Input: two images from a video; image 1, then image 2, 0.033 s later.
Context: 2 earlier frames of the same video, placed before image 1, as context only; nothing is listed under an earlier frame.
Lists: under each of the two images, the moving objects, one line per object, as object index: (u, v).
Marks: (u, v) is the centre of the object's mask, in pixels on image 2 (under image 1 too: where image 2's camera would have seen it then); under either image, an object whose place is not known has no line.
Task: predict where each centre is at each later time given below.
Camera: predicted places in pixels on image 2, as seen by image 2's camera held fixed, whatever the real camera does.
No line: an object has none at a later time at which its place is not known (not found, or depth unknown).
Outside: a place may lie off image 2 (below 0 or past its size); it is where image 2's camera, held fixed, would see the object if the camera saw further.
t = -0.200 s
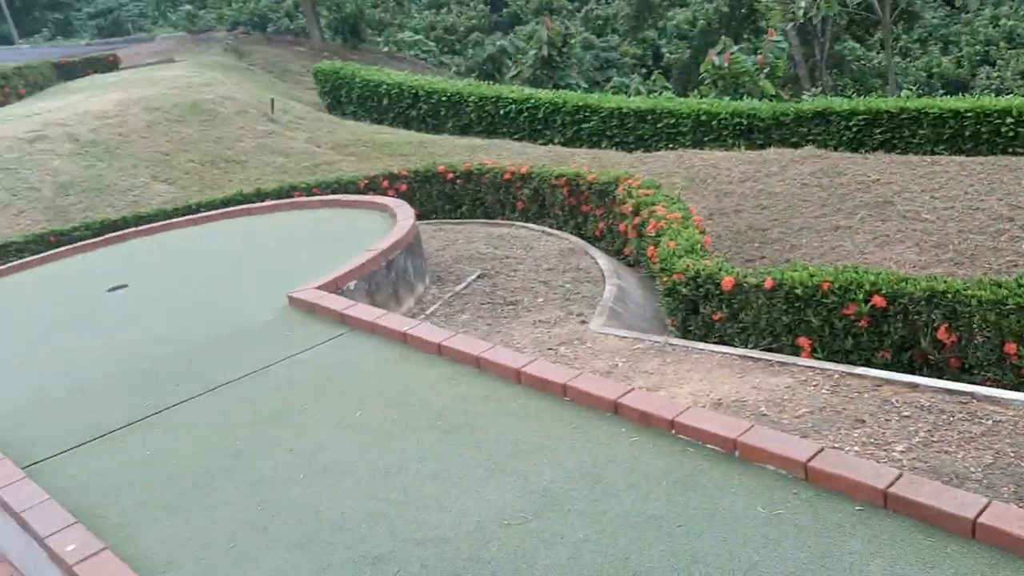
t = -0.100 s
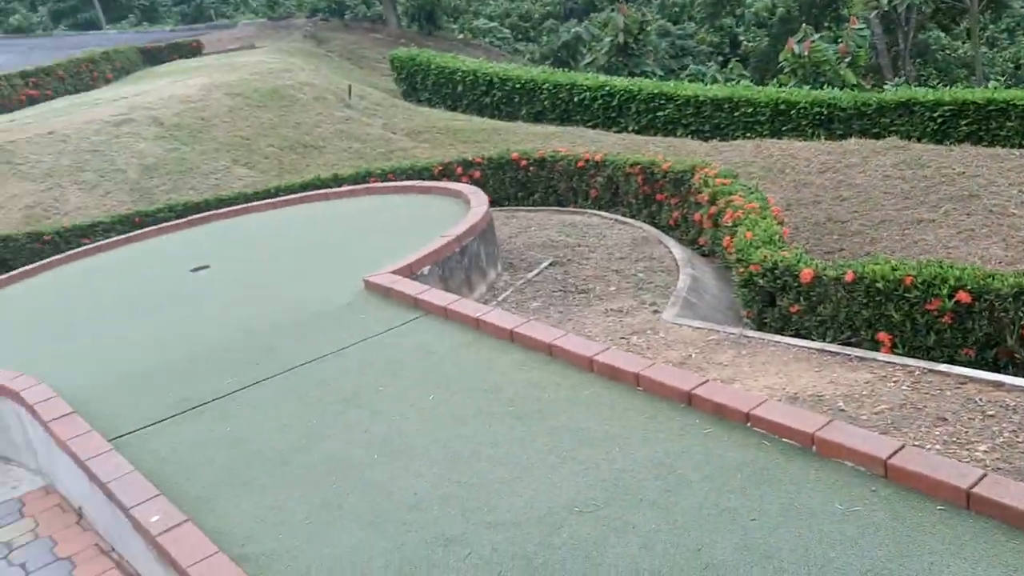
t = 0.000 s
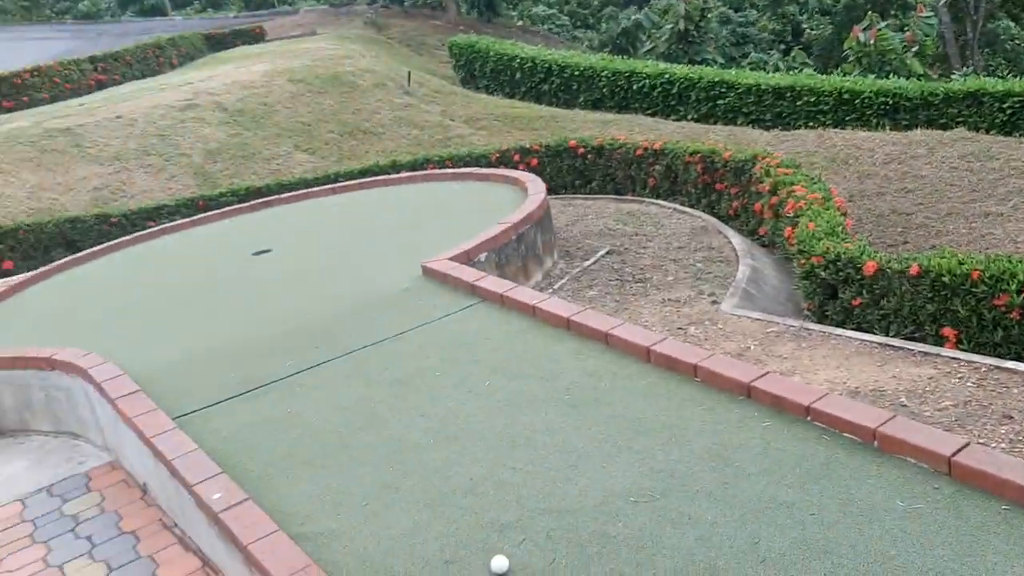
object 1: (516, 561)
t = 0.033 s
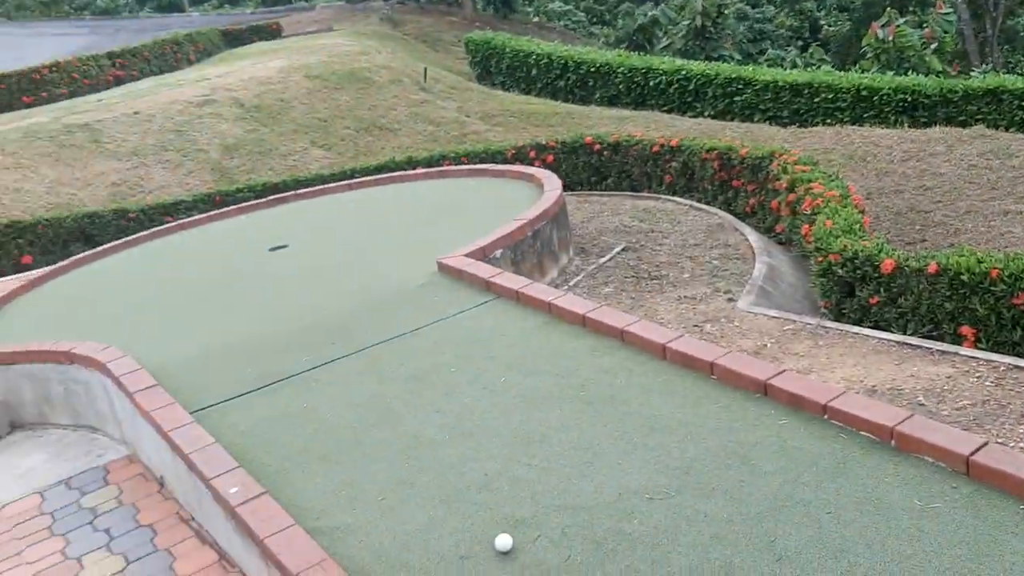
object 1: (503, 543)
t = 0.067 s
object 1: (492, 528)
